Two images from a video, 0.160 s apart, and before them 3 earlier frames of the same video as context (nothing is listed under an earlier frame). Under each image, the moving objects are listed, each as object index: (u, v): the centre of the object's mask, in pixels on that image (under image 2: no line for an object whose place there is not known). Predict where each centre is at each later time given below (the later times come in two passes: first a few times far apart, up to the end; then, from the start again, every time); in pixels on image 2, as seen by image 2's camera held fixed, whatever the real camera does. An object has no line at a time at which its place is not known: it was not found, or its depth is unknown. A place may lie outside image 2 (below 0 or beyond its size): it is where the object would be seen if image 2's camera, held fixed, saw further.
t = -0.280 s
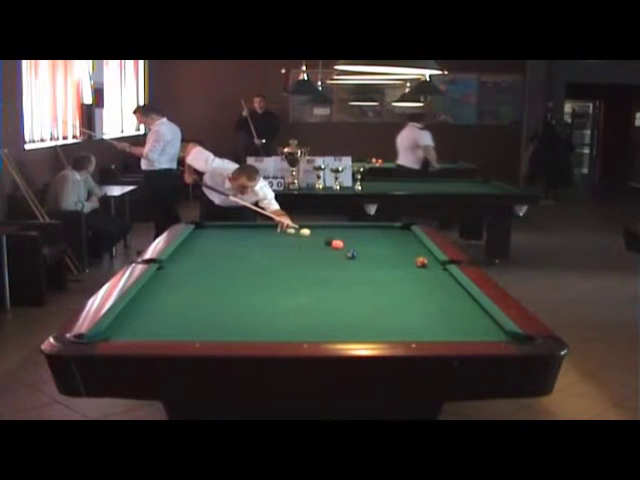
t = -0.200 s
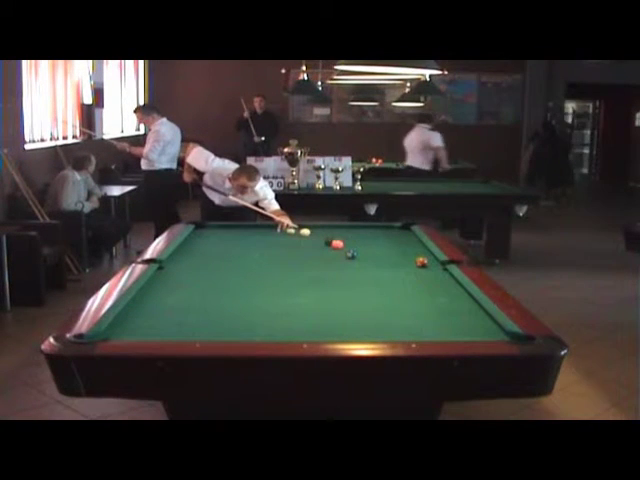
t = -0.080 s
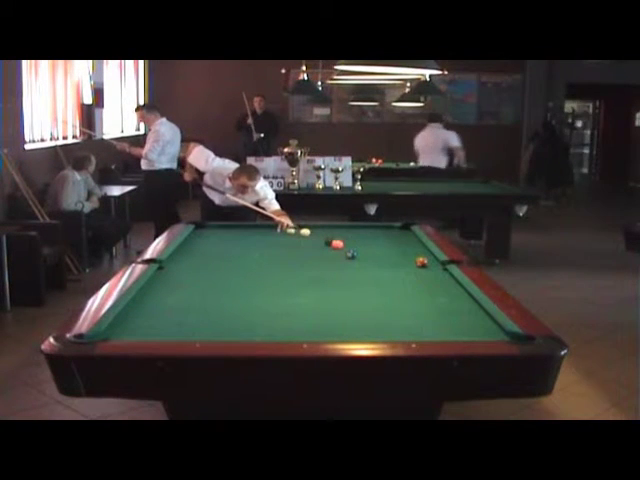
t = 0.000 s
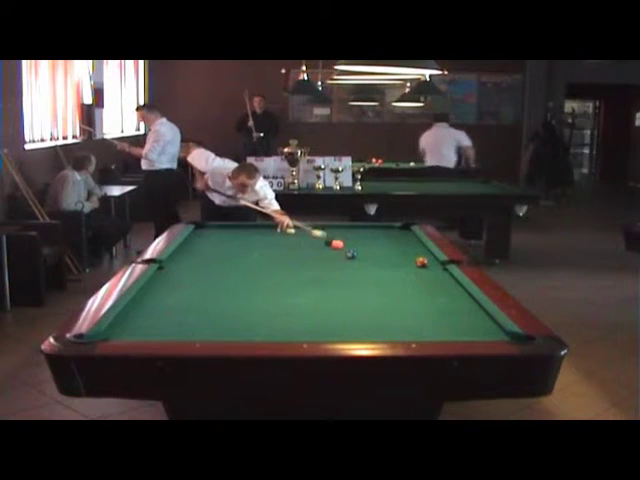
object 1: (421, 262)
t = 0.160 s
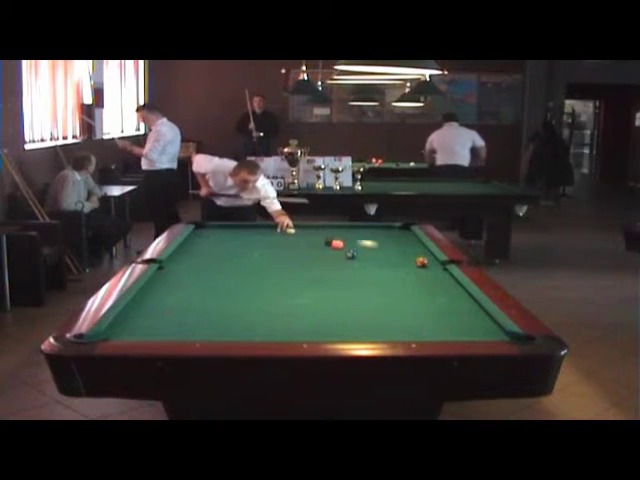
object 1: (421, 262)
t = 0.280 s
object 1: (421, 262)
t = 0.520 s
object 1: (426, 266)
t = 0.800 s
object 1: (435, 277)
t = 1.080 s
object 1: (445, 288)
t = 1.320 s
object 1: (455, 299)
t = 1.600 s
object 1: (468, 312)
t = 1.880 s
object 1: (479, 326)
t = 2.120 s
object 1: (493, 335)
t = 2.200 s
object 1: (502, 335)
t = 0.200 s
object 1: (421, 262)
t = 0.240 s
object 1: (421, 262)
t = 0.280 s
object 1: (421, 262)
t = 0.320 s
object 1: (421, 262)
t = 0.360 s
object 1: (421, 261)
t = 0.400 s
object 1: (421, 260)
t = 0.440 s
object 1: (422, 263)
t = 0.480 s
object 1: (424, 264)
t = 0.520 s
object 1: (426, 266)
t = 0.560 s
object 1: (427, 268)
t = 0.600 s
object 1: (428, 269)
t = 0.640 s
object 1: (429, 271)
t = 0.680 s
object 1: (431, 272)
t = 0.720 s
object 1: (433, 274)
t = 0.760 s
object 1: (434, 276)
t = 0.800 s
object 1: (435, 277)
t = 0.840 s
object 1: (436, 278)
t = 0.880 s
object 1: (438, 281)
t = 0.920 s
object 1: (440, 282)
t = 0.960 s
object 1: (441, 283)
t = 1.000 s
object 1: (442, 285)
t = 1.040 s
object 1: (443, 286)
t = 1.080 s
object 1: (445, 288)
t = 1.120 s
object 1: (447, 290)
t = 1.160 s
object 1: (448, 292)
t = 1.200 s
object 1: (450, 294)
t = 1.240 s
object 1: (451, 295)
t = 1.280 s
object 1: (452, 297)
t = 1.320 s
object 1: (455, 299)
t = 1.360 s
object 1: (457, 301)
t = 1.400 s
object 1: (458, 303)
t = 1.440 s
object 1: (460, 305)
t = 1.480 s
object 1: (462, 307)
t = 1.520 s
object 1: (463, 309)
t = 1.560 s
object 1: (465, 311)
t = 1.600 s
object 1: (468, 312)
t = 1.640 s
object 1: (469, 314)
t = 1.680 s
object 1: (471, 316)
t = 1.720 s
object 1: (472, 318)
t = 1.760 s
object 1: (473, 320)
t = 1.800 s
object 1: (475, 322)
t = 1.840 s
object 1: (477, 324)
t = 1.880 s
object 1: (479, 326)
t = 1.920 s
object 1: (481, 328)
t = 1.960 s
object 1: (483, 329)
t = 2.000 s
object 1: (485, 331)
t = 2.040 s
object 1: (486, 332)
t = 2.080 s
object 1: (489, 335)
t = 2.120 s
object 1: (493, 335)
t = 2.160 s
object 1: (496, 335)
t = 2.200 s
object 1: (502, 335)
